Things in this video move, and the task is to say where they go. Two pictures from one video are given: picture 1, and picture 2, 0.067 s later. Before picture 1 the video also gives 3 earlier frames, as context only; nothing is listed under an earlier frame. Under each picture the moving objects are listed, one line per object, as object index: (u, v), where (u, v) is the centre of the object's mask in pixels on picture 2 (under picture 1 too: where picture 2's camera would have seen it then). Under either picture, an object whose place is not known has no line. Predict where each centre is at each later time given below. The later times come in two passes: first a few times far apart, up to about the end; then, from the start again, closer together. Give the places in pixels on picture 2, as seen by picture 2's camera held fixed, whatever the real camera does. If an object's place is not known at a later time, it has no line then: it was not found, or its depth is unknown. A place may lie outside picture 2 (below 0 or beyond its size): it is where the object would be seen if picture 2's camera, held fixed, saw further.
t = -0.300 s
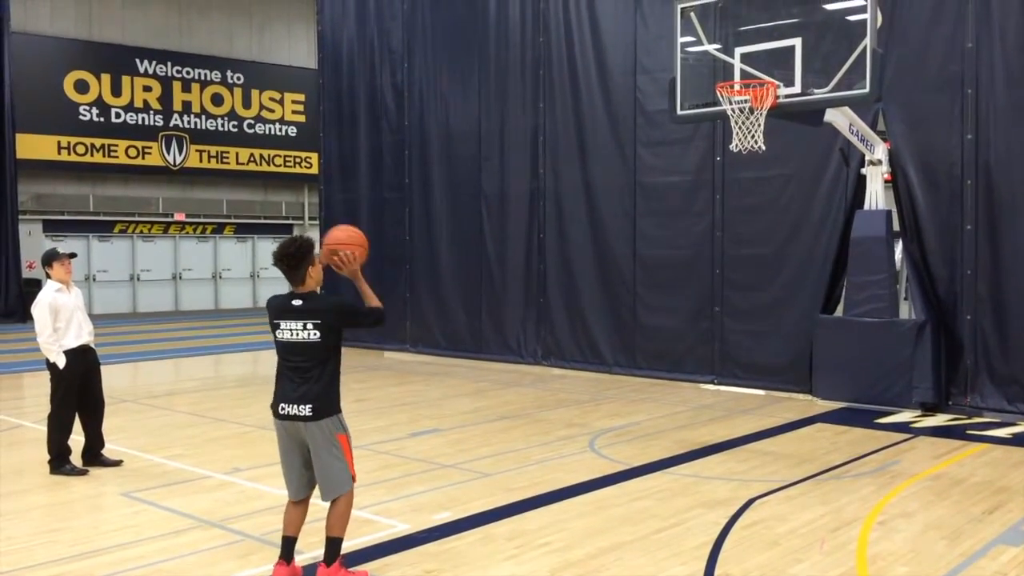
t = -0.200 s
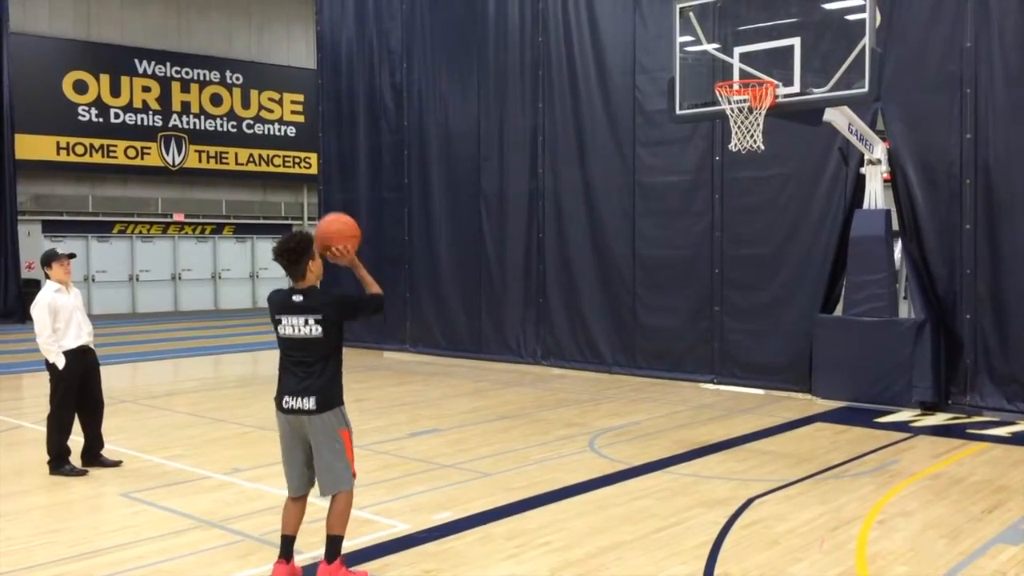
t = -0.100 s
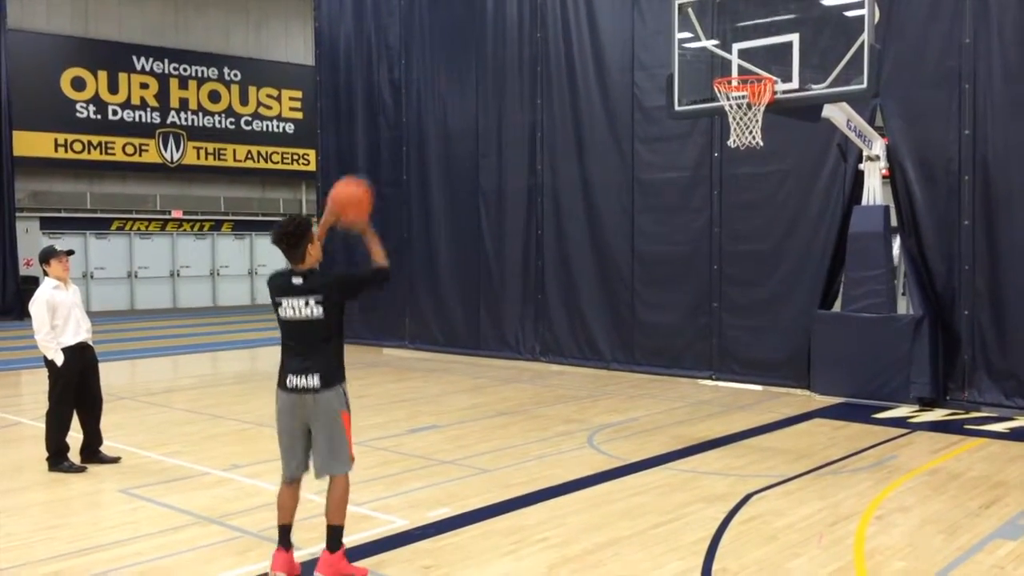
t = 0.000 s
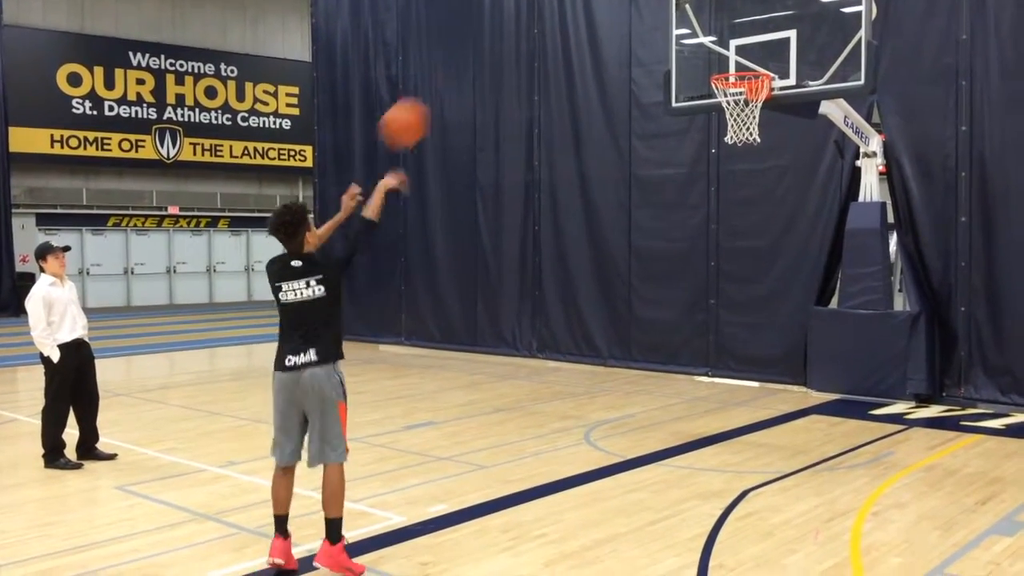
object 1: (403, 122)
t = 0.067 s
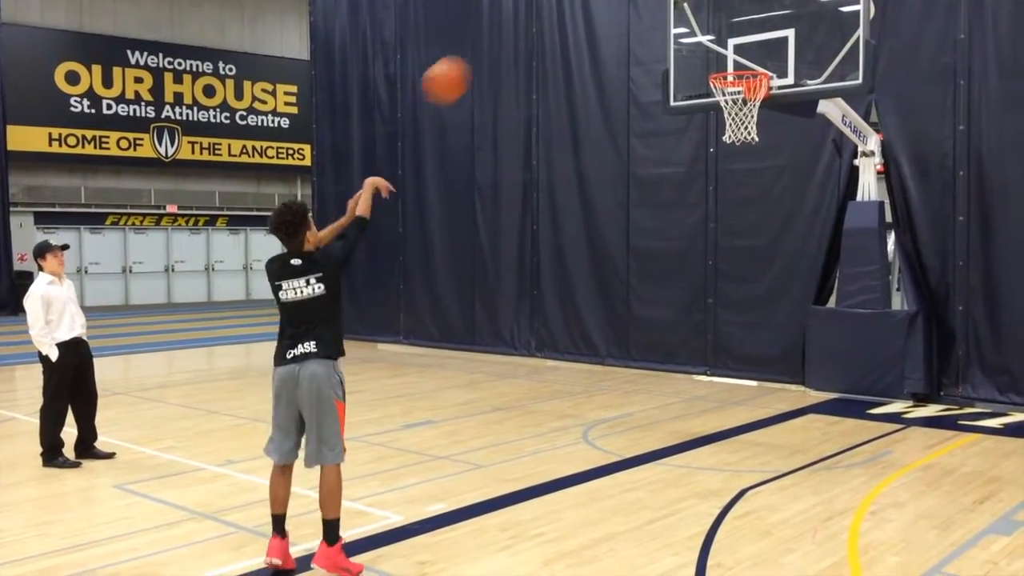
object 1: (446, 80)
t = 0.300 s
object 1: (572, 11)
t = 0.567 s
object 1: (681, 28)
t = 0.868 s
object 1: (700, 17)
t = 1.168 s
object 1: (663, 24)
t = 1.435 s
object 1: (628, 135)
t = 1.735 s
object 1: (585, 388)
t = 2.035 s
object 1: (572, 297)
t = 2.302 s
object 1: (571, 187)
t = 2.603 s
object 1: (569, 177)
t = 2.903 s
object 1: (569, 292)
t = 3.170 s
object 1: (567, 439)
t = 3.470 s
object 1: (557, 300)
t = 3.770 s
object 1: (547, 279)
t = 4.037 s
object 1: (539, 365)
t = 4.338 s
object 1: (529, 403)
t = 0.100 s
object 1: (466, 64)
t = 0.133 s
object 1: (486, 49)
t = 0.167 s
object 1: (505, 37)
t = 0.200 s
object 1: (523, 27)
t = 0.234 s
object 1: (540, 18)
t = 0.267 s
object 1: (557, 13)
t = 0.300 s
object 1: (572, 11)
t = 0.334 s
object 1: (588, 9)
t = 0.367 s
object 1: (603, 8)
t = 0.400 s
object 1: (618, 8)
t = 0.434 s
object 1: (631, 8)
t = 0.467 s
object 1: (644, 10)
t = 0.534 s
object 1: (667, 20)
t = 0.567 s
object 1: (681, 28)
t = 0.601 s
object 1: (693, 38)
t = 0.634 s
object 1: (704, 48)
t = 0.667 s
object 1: (714, 57)
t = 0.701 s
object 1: (717, 58)
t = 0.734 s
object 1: (714, 48)
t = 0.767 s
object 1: (711, 37)
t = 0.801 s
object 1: (707, 29)
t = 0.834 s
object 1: (703, 21)
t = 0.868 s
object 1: (700, 17)
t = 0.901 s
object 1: (695, 12)
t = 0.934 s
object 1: (692, 9)
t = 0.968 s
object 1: (689, 7)
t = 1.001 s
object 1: (684, 6)
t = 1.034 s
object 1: (680, 7)
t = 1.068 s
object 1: (676, 9)
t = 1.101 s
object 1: (672, 12)
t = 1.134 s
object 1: (667, 19)
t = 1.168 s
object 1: (663, 24)
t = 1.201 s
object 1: (659, 34)
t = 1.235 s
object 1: (654, 43)
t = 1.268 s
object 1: (650, 54)
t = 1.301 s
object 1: (646, 66)
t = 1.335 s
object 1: (641, 81)
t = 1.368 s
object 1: (637, 97)
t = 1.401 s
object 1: (632, 116)
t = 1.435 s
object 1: (628, 135)
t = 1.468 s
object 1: (623, 156)
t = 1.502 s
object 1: (618, 179)
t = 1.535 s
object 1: (614, 203)
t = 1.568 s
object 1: (609, 230)
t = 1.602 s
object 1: (604, 257)
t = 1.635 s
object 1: (599, 288)
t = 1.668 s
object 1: (595, 317)
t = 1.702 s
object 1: (590, 347)
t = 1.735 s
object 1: (585, 388)
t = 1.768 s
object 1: (580, 425)
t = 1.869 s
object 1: (574, 414)
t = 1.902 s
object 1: (574, 386)
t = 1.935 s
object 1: (574, 358)
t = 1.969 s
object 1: (573, 339)
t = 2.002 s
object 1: (572, 318)
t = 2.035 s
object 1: (572, 297)
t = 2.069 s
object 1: (572, 278)
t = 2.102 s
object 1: (572, 260)
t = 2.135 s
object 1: (572, 245)
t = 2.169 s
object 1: (572, 230)
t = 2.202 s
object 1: (571, 217)
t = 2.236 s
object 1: (571, 205)
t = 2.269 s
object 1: (571, 195)
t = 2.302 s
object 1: (571, 187)
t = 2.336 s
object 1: (571, 180)
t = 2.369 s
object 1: (571, 174)
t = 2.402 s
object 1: (570, 170)
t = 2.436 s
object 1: (570, 167)
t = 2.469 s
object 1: (570, 166)
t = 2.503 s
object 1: (570, 167)
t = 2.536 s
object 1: (570, 169)
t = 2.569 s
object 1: (570, 172)
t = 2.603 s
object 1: (569, 177)
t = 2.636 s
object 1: (569, 183)
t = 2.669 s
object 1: (569, 192)
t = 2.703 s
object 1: (569, 201)
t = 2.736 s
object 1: (569, 213)
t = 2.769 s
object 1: (569, 226)
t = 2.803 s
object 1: (569, 240)
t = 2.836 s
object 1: (569, 256)
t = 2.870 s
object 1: (569, 273)
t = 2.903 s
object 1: (569, 292)
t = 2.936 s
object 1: (569, 313)
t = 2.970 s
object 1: (568, 334)
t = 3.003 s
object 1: (569, 355)
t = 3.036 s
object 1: (568, 384)
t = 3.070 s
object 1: (568, 410)
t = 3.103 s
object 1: (568, 439)
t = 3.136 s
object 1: (567, 459)
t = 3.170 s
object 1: (567, 439)
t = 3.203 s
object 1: (566, 418)
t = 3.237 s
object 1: (564, 398)
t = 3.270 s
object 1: (563, 380)
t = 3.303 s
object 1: (563, 361)
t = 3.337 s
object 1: (562, 346)
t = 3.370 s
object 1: (560, 332)
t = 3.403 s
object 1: (559, 321)
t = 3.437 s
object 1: (558, 309)
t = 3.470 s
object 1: (557, 300)
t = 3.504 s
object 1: (556, 292)
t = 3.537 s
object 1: (555, 285)
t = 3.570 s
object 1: (554, 279)
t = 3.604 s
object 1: (553, 276)
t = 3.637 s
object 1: (552, 274)
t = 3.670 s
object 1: (551, 273)
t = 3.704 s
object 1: (550, 274)
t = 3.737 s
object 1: (548, 276)
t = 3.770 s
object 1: (547, 279)
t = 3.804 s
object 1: (546, 285)
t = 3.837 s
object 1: (545, 292)
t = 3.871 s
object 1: (544, 300)
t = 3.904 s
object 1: (543, 311)
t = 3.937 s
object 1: (542, 322)
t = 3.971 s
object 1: (541, 335)
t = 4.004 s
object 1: (540, 349)
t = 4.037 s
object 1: (539, 365)
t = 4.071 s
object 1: (537, 385)
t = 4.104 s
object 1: (536, 405)
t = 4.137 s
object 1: (535, 426)
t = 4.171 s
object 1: (535, 450)
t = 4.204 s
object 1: (533, 469)
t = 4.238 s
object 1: (533, 451)
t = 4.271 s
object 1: (532, 434)
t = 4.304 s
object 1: (530, 418)
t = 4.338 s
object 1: (529, 403)
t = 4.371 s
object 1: (528, 391)
